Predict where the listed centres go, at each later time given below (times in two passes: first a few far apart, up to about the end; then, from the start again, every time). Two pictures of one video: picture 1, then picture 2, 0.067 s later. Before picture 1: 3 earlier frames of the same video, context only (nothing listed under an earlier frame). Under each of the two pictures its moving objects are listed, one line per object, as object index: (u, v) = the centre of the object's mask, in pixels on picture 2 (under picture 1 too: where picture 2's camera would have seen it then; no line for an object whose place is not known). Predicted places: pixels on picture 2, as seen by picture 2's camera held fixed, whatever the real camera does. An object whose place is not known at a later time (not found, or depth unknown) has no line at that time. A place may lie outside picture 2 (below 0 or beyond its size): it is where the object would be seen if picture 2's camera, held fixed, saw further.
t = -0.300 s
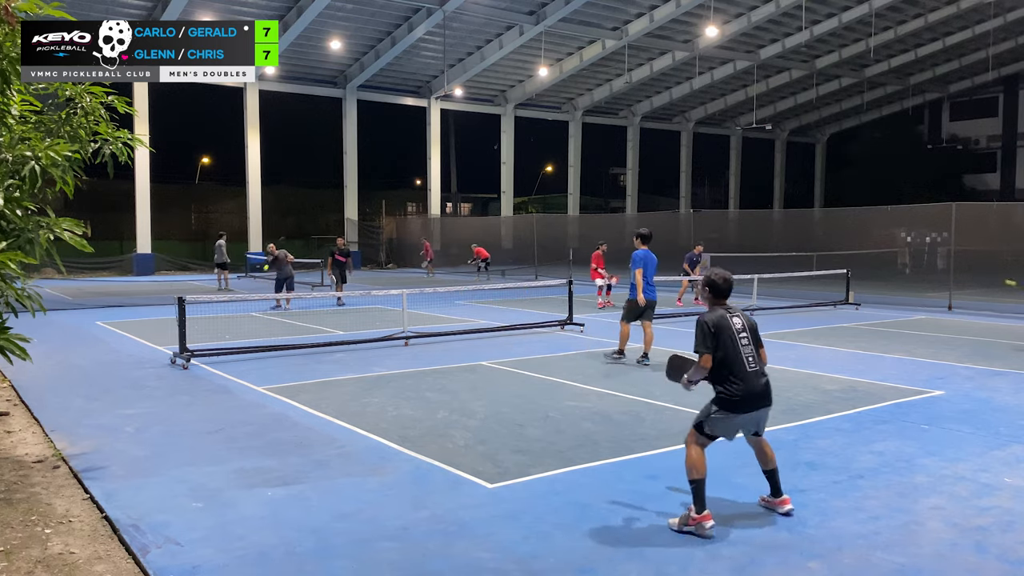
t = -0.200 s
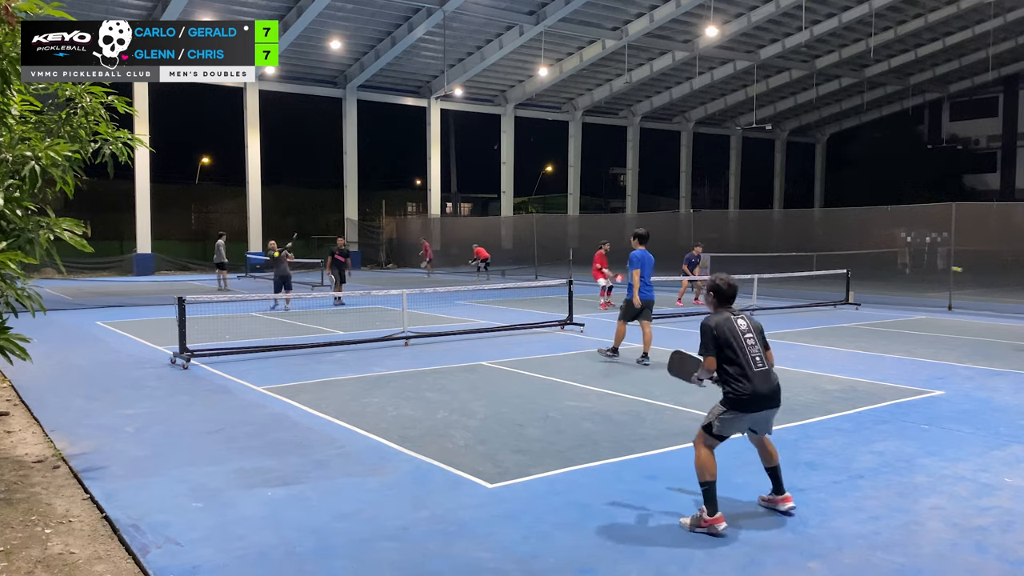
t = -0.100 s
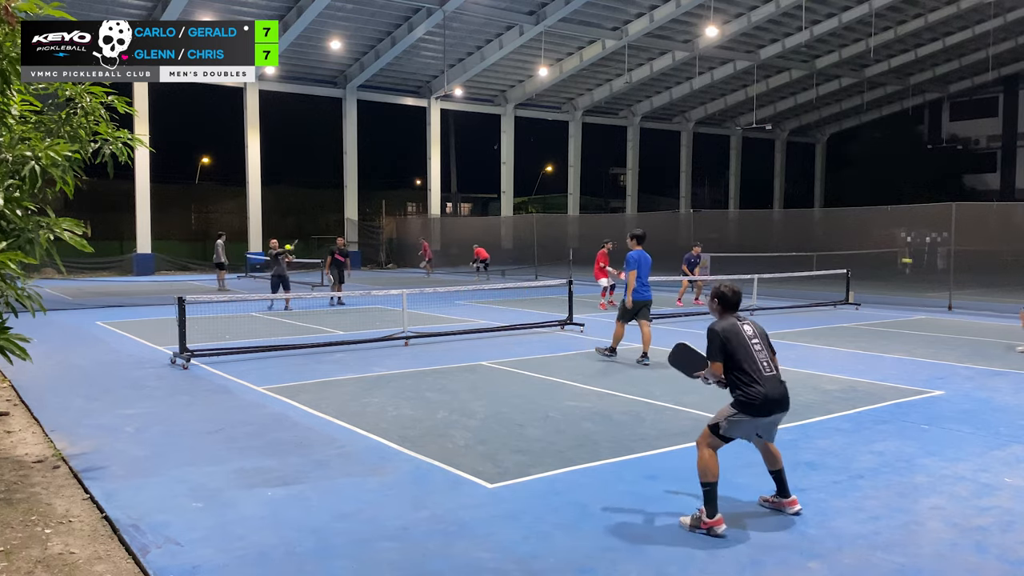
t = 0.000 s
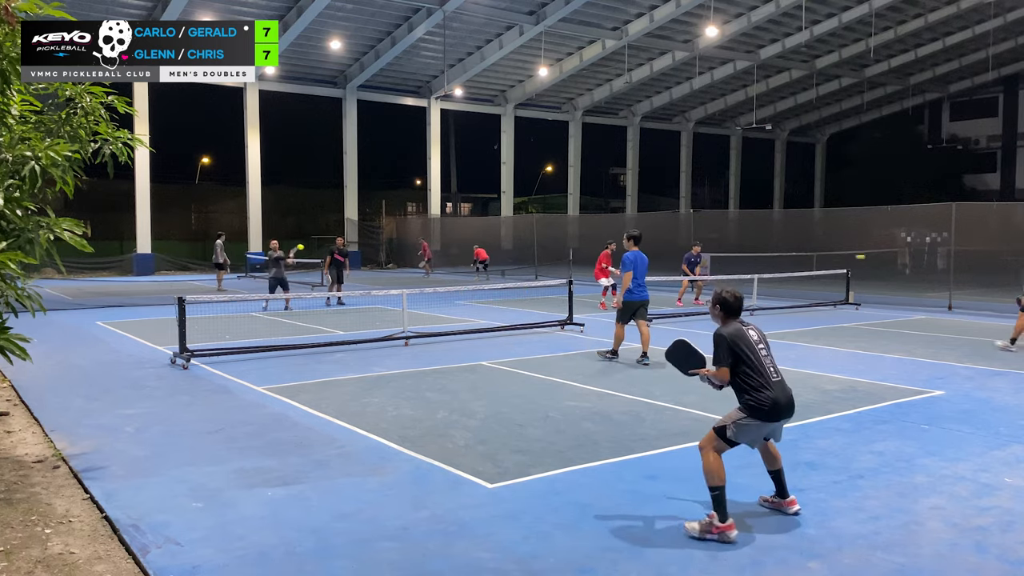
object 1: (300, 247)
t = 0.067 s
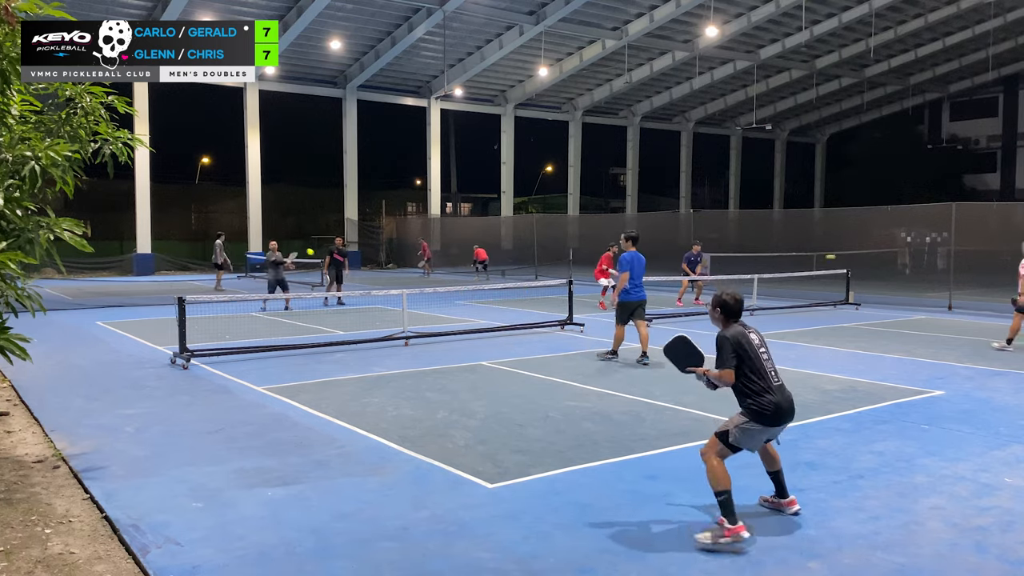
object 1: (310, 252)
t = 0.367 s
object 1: (367, 343)
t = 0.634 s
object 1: (436, 408)
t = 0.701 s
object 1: (455, 403)
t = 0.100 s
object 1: (315, 256)
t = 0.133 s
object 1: (320, 261)
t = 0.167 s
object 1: (326, 268)
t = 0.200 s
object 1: (332, 277)
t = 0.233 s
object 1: (338, 286)
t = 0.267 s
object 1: (345, 297)
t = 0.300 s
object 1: (352, 311)
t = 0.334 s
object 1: (359, 326)
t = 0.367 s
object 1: (367, 343)
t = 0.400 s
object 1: (376, 364)
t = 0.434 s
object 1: (385, 387)
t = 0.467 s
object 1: (394, 412)
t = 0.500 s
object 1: (403, 433)
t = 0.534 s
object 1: (411, 425)
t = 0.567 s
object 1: (419, 417)
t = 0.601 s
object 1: (427, 412)
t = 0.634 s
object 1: (436, 408)
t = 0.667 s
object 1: (445, 404)
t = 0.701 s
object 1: (455, 403)
